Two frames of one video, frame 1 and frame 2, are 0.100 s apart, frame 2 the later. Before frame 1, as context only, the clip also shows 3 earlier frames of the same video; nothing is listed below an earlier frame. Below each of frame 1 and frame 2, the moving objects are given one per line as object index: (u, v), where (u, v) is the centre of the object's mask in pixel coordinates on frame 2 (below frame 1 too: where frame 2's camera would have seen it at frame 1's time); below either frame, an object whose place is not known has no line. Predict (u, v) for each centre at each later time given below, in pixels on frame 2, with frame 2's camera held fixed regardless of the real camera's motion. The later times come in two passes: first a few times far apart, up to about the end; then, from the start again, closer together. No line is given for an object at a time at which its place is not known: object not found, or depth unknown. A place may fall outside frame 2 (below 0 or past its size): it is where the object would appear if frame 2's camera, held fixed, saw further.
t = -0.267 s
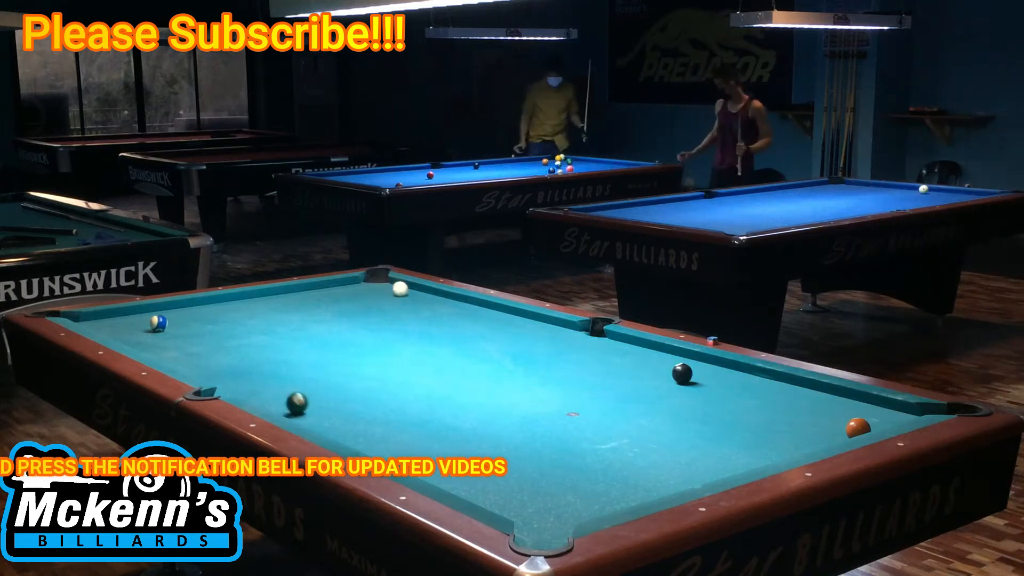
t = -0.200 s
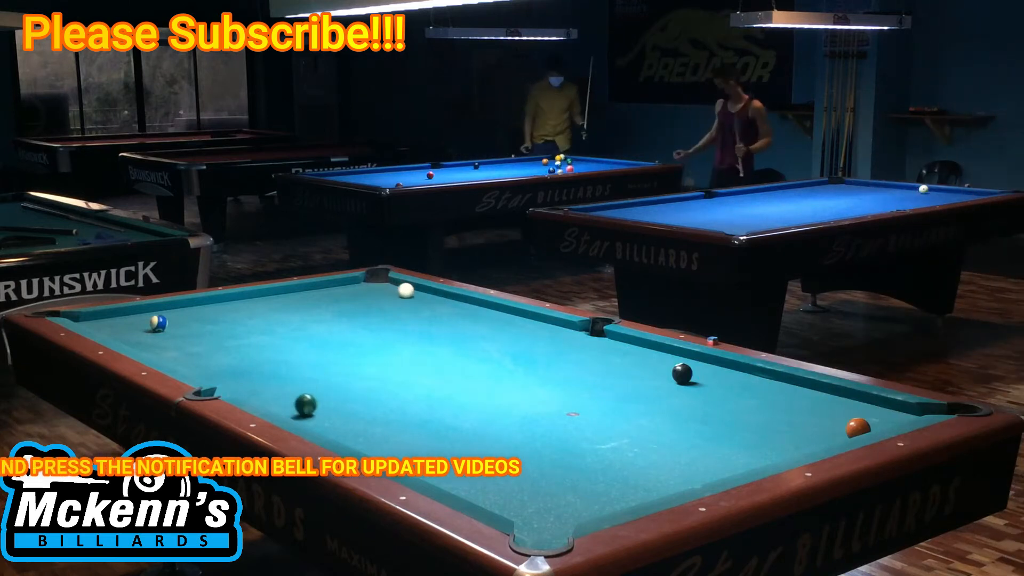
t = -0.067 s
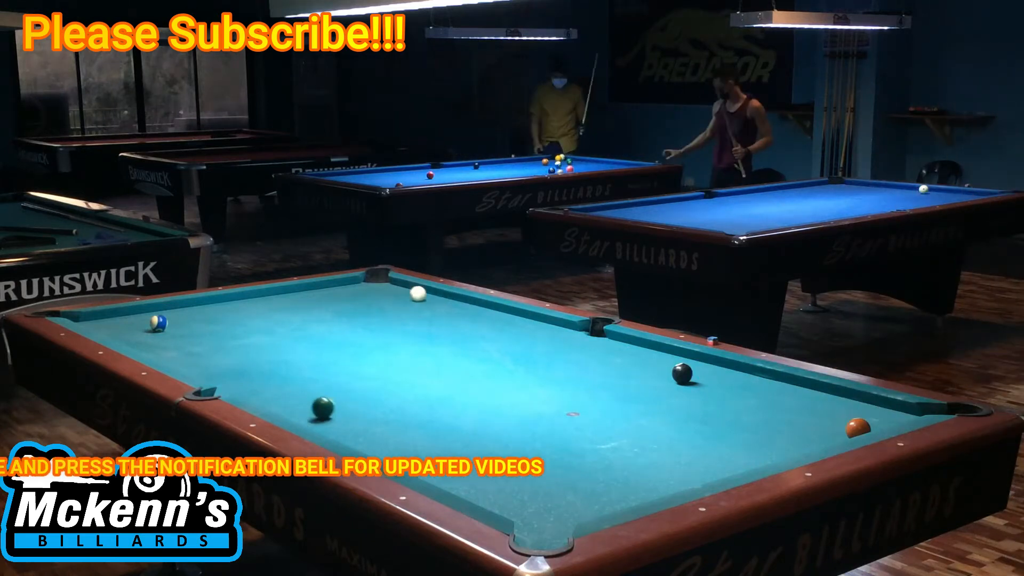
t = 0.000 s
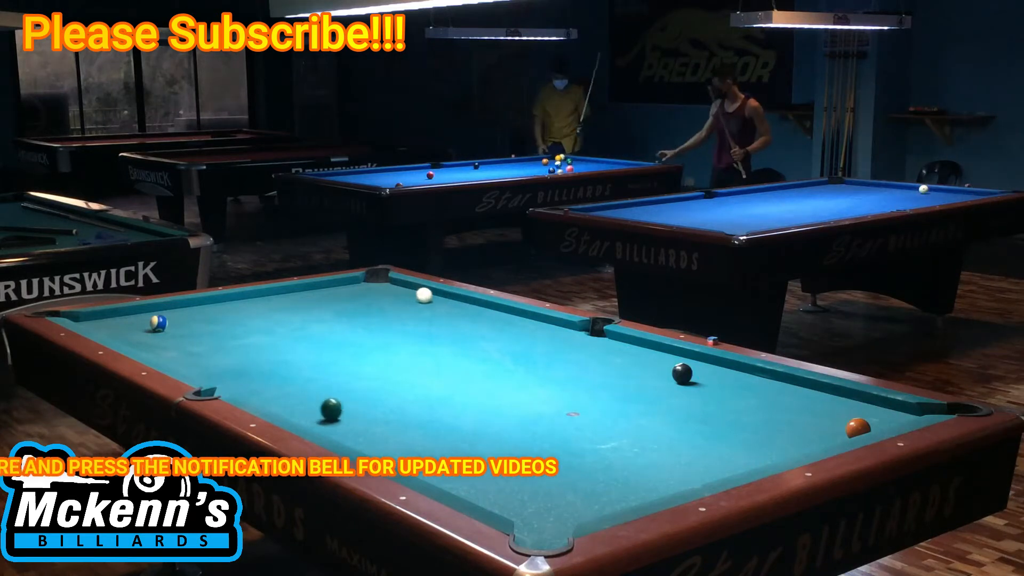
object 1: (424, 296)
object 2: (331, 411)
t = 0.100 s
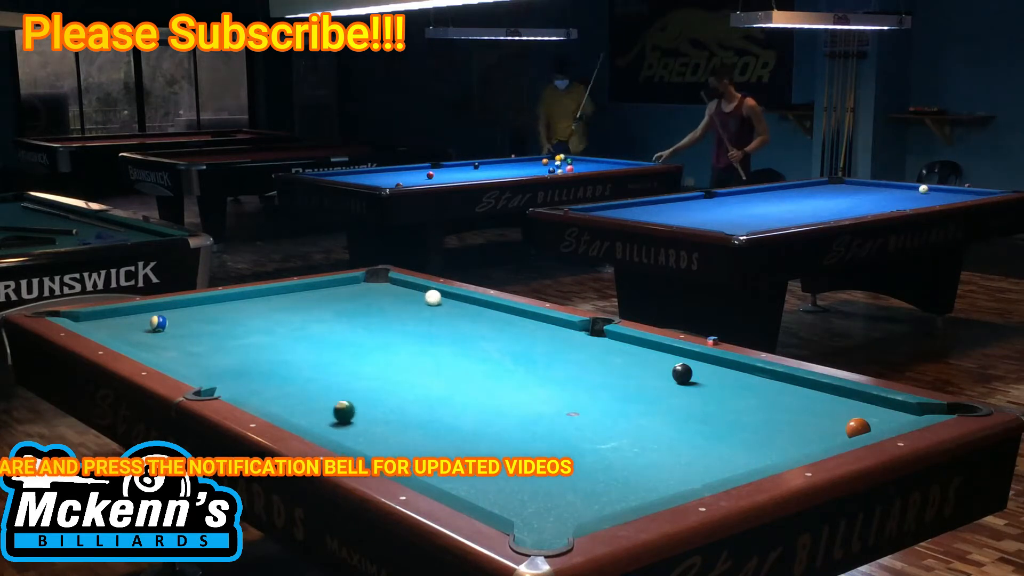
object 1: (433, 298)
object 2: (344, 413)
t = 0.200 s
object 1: (442, 301)
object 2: (356, 415)
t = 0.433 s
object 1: (464, 306)
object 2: (385, 421)
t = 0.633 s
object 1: (483, 311)
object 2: (409, 425)
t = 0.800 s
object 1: (498, 315)
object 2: (428, 428)
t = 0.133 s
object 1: (436, 299)
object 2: (348, 414)
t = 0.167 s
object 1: (439, 300)
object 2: (352, 415)
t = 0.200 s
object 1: (442, 301)
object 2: (356, 415)
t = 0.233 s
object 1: (445, 302)
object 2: (360, 416)
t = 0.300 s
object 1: (452, 303)
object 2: (368, 417)
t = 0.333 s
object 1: (455, 304)
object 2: (373, 418)
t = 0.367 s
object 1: (458, 305)
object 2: (377, 419)
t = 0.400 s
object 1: (461, 305)
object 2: (381, 420)
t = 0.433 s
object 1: (464, 306)
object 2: (385, 421)
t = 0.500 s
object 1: (470, 308)
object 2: (393, 422)
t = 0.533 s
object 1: (473, 309)
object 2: (397, 423)
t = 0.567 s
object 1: (477, 310)
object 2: (401, 423)
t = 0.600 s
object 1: (479, 310)
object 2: (405, 424)
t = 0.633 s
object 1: (483, 311)
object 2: (409, 425)
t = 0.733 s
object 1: (492, 314)
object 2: (420, 427)
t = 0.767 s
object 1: (495, 314)
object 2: (424, 428)
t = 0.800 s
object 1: (498, 315)
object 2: (428, 428)
